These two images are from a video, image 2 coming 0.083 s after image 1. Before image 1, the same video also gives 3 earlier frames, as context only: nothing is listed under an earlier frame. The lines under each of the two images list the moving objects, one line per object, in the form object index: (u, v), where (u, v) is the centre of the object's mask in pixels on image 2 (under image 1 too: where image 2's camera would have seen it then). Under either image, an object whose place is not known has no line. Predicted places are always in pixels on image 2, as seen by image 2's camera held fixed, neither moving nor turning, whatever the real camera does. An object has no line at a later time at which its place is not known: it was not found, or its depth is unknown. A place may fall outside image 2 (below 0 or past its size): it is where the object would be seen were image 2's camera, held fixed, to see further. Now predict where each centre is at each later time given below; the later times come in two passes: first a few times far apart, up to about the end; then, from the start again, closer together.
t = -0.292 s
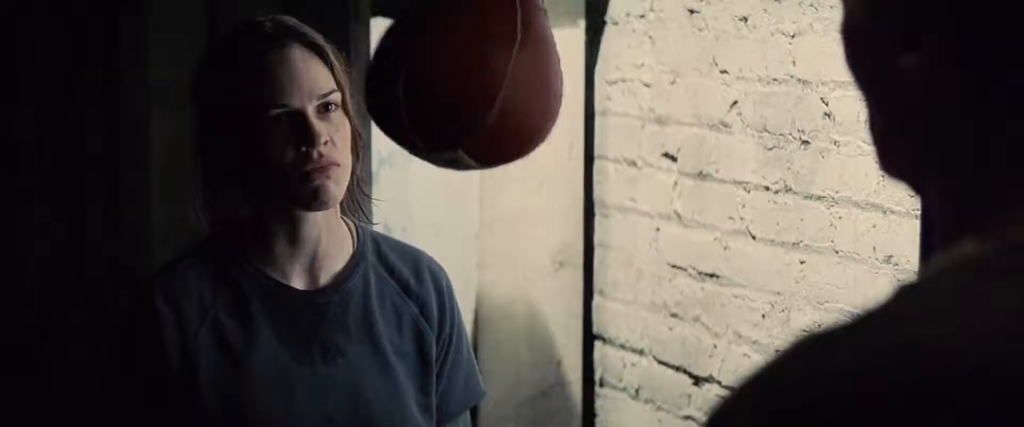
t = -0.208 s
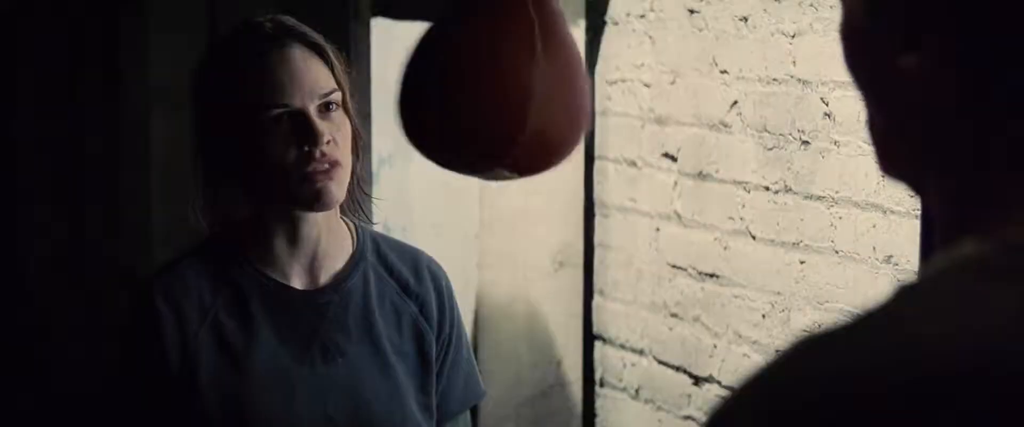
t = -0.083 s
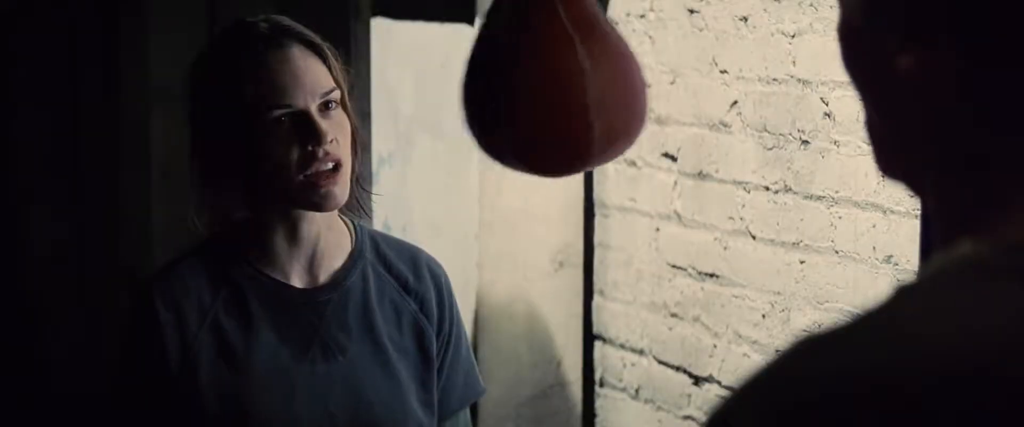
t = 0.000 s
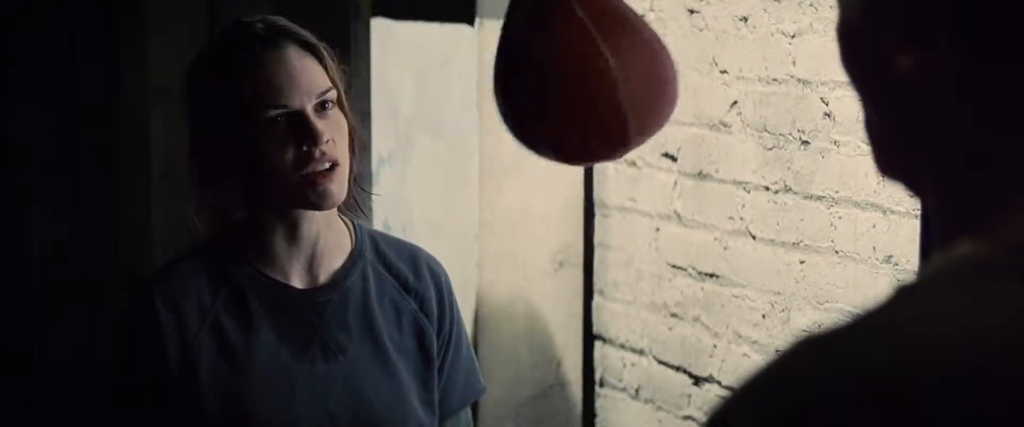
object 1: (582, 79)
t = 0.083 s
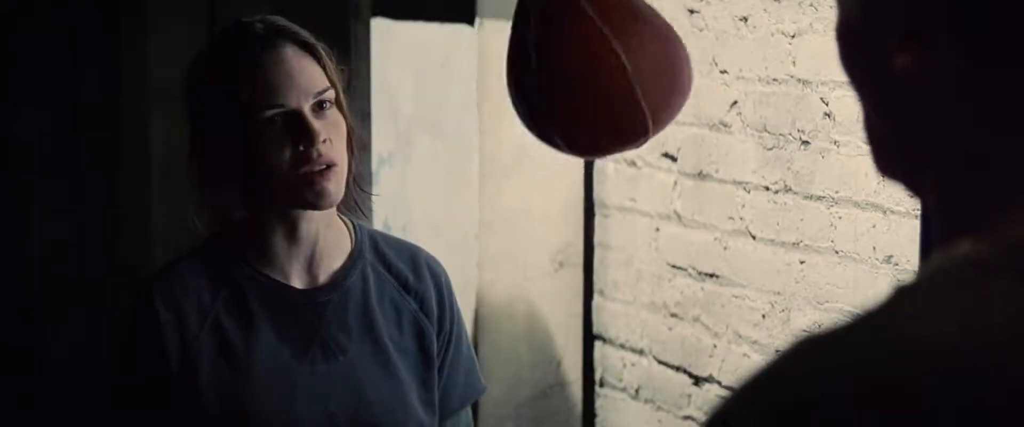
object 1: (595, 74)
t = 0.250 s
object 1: (569, 85)
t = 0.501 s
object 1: (467, 82)
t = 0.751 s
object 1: (500, 90)
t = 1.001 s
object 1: (592, 76)
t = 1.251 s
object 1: (548, 89)
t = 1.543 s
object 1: (459, 80)
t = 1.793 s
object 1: (543, 90)
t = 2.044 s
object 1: (592, 78)
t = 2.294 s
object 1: (504, 90)
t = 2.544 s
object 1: (467, 83)
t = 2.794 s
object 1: (563, 86)
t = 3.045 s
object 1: (581, 82)
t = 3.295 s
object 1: (483, 87)
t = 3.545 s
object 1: (483, 87)
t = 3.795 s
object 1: (579, 83)
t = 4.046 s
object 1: (562, 87)
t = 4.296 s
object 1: (470, 84)
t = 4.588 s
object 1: (522, 91)
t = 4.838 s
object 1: (588, 80)
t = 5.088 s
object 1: (523, 92)
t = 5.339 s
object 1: (467, 84)
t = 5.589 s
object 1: (545, 89)
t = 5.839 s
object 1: (582, 83)
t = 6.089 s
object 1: (501, 90)
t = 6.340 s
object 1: (478, 86)
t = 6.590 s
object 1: (562, 87)
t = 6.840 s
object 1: (568, 86)
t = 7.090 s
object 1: (486, 88)
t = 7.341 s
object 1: (496, 90)
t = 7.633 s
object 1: (578, 84)
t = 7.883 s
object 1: (535, 90)
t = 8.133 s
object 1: (476, 86)
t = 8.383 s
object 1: (530, 91)
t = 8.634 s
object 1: (575, 85)
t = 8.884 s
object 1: (516, 91)
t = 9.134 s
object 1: (483, 87)
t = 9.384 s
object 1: (548, 89)
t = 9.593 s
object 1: (570, 86)
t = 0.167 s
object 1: (591, 76)
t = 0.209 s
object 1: (582, 80)
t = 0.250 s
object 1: (569, 85)
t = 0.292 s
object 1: (552, 89)
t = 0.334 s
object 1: (533, 91)
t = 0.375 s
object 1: (514, 92)
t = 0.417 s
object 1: (495, 89)
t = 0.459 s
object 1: (479, 86)
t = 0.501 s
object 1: (467, 82)
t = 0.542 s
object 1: (459, 80)
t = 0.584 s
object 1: (458, 79)
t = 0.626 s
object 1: (460, 80)
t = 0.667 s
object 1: (470, 83)
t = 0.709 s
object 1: (483, 87)
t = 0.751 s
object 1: (500, 90)
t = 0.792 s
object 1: (520, 93)
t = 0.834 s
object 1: (539, 90)
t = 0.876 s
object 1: (557, 87)
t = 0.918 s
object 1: (572, 83)
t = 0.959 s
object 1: (584, 79)
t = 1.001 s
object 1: (592, 76)
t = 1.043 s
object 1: (595, 75)
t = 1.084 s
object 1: (594, 76)
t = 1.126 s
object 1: (589, 78)
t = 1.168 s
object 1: (579, 82)
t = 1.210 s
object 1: (564, 86)
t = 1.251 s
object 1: (548, 89)
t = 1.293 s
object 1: (528, 91)
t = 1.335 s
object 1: (509, 91)
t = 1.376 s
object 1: (490, 88)
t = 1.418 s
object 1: (475, 84)
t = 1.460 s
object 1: (465, 82)
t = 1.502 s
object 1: (459, 80)
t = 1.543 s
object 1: (459, 80)
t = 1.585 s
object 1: (463, 82)
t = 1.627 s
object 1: (473, 84)
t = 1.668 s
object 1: (487, 88)
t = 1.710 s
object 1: (505, 91)
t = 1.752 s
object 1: (524, 92)
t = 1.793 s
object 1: (543, 90)
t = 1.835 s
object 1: (560, 87)
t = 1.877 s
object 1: (574, 83)
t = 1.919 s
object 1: (585, 80)
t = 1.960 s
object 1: (592, 77)
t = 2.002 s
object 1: (594, 77)
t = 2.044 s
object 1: (592, 78)
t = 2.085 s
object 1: (585, 80)
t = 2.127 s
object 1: (573, 84)
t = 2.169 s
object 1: (559, 88)
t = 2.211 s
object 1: (541, 90)
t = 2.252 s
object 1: (523, 92)
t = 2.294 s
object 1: (504, 90)
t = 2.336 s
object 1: (486, 87)
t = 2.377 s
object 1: (473, 84)
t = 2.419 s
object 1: (464, 82)
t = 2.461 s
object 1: (459, 81)
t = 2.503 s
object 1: (460, 81)
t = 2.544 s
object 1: (467, 83)
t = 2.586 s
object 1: (477, 86)
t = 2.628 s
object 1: (492, 88)
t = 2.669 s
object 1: (510, 91)
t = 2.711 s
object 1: (528, 91)
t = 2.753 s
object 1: (547, 89)
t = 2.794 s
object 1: (563, 86)
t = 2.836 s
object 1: (577, 83)
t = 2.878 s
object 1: (586, 80)
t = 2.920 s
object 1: (591, 78)
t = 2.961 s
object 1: (592, 78)
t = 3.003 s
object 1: (589, 80)
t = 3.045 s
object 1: (581, 82)
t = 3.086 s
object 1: (568, 86)
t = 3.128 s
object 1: (553, 89)
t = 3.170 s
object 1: (535, 91)
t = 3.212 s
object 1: (517, 92)
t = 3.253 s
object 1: (499, 90)
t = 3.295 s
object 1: (483, 87)
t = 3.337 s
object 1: (471, 84)
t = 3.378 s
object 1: (463, 82)
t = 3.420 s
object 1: (461, 82)
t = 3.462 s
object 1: (463, 83)
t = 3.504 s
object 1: (471, 84)
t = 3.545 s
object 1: (483, 87)
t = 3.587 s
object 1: (498, 89)
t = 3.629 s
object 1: (516, 91)
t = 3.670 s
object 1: (534, 90)
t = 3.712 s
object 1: (551, 89)
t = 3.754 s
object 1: (566, 86)
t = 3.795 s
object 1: (579, 83)
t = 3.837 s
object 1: (587, 81)
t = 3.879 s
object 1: (590, 79)
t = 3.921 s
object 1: (589, 80)
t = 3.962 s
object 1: (585, 81)
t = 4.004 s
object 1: (575, 84)
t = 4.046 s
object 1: (562, 87)
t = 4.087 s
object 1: (547, 89)
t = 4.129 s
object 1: (529, 91)
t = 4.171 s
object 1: (511, 90)
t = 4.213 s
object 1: (494, 88)
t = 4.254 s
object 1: (480, 86)
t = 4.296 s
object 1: (470, 84)
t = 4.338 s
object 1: (464, 82)
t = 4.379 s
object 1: (463, 82)
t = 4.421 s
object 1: (468, 84)
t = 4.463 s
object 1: (476, 86)
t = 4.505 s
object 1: (489, 88)
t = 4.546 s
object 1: (504, 90)
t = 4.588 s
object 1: (522, 91)
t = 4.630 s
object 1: (540, 90)
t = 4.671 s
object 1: (556, 88)
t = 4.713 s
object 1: (569, 86)
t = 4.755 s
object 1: (580, 83)
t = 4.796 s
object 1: (586, 81)
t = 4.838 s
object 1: (588, 80)
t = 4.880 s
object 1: (586, 81)
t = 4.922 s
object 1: (580, 83)
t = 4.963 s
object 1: (569, 86)
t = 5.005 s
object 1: (556, 88)
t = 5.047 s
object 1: (540, 90)
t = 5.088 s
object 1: (523, 92)
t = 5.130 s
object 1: (506, 91)
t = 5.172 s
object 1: (490, 88)
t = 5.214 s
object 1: (478, 86)
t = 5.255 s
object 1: (470, 84)
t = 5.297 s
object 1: (466, 83)
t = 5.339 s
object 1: (467, 84)
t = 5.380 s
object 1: (472, 85)
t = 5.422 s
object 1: (482, 87)
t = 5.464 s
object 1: (495, 89)
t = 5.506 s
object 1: (511, 91)
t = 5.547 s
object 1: (528, 90)
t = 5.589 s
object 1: (545, 89)
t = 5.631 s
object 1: (559, 87)
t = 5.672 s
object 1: (572, 85)
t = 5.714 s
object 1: (580, 83)
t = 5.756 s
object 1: (585, 82)
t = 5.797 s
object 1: (585, 82)
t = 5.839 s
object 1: (582, 83)
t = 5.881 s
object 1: (574, 85)
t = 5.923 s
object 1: (563, 87)
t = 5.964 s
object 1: (549, 89)
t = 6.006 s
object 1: (533, 91)
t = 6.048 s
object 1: (517, 91)
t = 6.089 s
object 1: (501, 90)
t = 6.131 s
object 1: (487, 88)
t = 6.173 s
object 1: (477, 86)
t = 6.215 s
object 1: (471, 85)
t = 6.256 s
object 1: (469, 84)
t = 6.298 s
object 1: (471, 85)
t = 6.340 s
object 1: (478, 86)
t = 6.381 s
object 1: (489, 88)
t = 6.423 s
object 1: (503, 90)
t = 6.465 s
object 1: (519, 91)
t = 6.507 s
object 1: (534, 90)
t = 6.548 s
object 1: (549, 89)
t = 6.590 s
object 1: (562, 87)
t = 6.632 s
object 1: (573, 85)
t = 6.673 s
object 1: (580, 83)
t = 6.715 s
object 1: (582, 83)
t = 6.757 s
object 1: (581, 83)
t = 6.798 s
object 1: (577, 84)
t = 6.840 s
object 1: (568, 86)
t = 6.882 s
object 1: (556, 88)
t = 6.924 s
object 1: (542, 90)
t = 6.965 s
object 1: (527, 91)
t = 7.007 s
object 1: (512, 91)
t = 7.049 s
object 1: (498, 90)
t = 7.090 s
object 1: (486, 88)
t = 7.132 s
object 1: (478, 87)
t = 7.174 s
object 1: (473, 86)
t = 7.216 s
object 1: (473, 86)
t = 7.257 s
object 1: (477, 86)
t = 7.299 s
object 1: (485, 88)
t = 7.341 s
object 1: (496, 90)
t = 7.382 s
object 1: (510, 91)
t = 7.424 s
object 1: (525, 91)
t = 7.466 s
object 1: (540, 90)
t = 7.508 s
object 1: (553, 89)
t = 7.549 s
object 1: (565, 87)
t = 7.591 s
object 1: (573, 85)
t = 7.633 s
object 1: (578, 84)
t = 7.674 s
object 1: (579, 84)
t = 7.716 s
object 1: (577, 84)
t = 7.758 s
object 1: (570, 86)
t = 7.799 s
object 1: (561, 88)
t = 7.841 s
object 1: (549, 89)
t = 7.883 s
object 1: (535, 90)
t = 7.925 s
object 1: (521, 91)
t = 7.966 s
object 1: (507, 90)
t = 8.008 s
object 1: (494, 89)
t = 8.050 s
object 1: (484, 87)
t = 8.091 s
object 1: (478, 86)
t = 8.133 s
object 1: (476, 86)
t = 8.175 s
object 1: (477, 86)
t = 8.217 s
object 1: (483, 87)
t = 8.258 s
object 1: (492, 89)
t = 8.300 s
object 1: (503, 90)
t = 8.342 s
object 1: (517, 91)
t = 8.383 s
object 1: (530, 91)
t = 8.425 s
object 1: (544, 89)
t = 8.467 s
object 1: (556, 88)
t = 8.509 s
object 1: (565, 87)
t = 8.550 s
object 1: (572, 85)
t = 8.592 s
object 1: (575, 84)
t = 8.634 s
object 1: (575, 85)
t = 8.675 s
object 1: (571, 86)
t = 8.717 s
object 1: (564, 87)
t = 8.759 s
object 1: (554, 89)
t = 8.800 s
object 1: (542, 90)
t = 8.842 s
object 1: (529, 91)
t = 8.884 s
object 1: (516, 91)
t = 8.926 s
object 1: (503, 90)
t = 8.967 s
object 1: (492, 89)
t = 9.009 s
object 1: (485, 88)
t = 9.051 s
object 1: (480, 87)
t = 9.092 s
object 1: (480, 87)
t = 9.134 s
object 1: (483, 87)
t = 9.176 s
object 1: (489, 89)
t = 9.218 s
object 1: (499, 89)
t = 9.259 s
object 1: (510, 90)
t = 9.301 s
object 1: (523, 91)
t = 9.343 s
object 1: (536, 90)
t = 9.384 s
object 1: (548, 89)
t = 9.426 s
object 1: (558, 88)
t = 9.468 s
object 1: (566, 87)
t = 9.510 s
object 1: (570, 86)
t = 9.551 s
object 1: (572, 85)
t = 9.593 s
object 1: (570, 86)
